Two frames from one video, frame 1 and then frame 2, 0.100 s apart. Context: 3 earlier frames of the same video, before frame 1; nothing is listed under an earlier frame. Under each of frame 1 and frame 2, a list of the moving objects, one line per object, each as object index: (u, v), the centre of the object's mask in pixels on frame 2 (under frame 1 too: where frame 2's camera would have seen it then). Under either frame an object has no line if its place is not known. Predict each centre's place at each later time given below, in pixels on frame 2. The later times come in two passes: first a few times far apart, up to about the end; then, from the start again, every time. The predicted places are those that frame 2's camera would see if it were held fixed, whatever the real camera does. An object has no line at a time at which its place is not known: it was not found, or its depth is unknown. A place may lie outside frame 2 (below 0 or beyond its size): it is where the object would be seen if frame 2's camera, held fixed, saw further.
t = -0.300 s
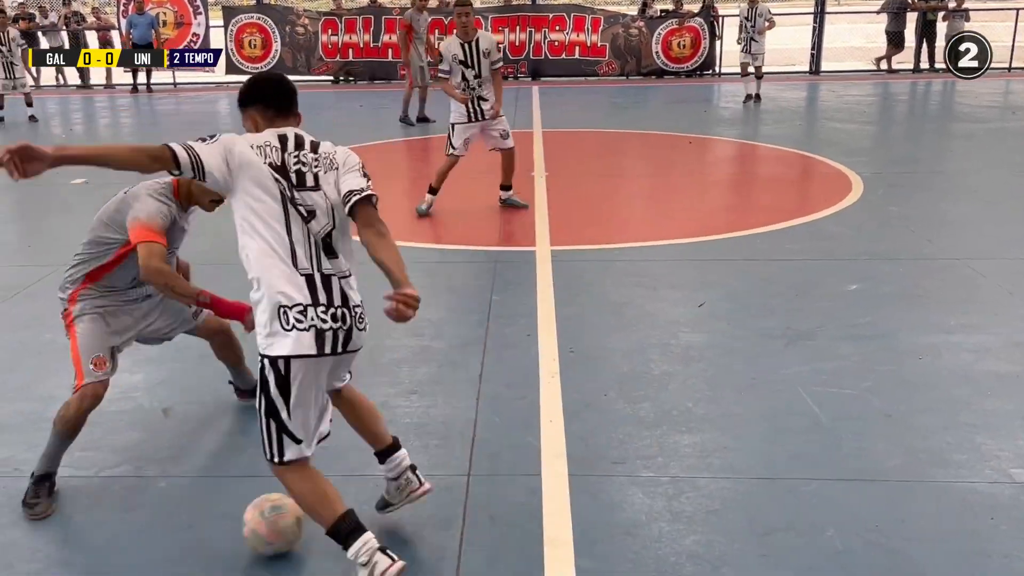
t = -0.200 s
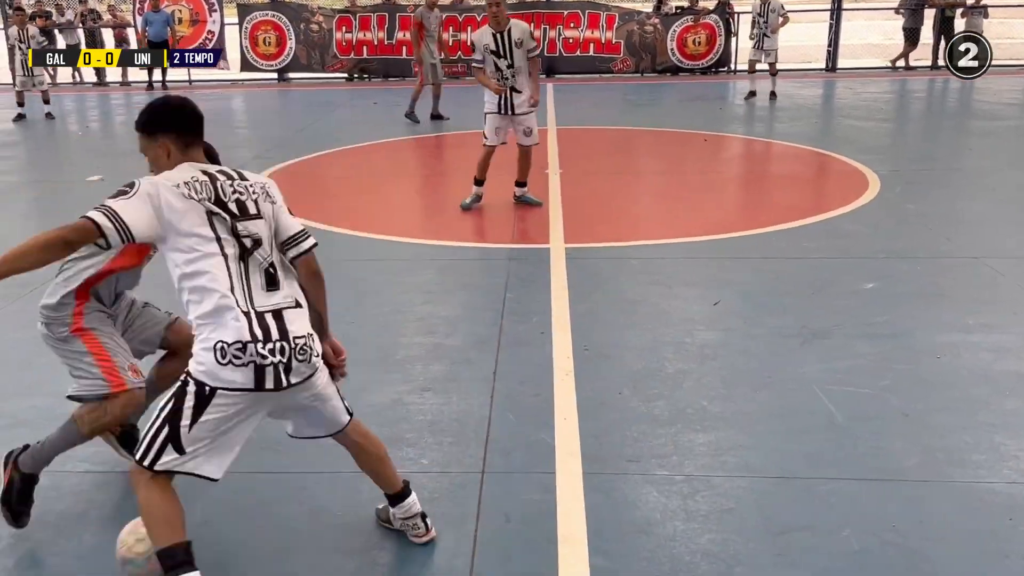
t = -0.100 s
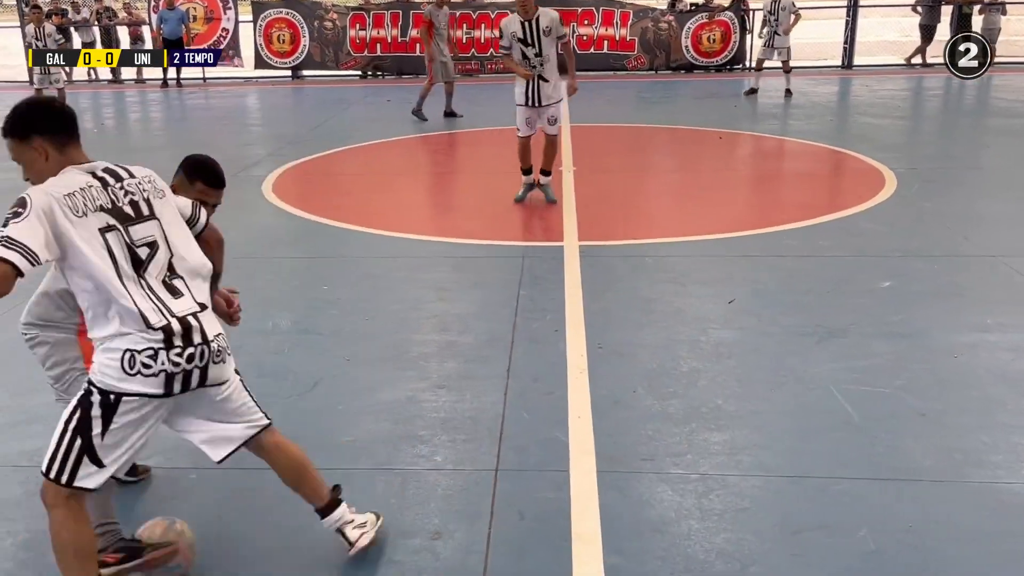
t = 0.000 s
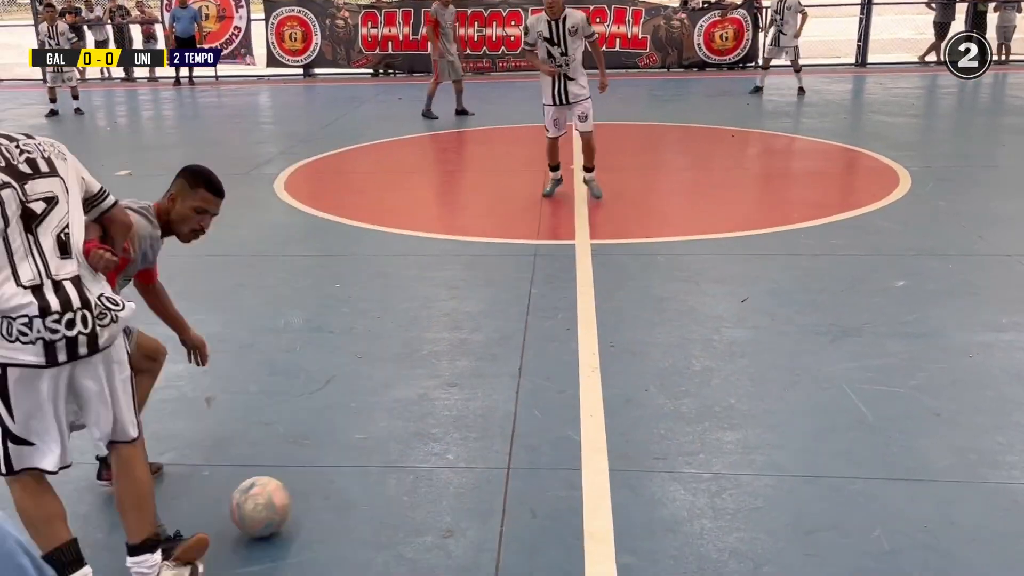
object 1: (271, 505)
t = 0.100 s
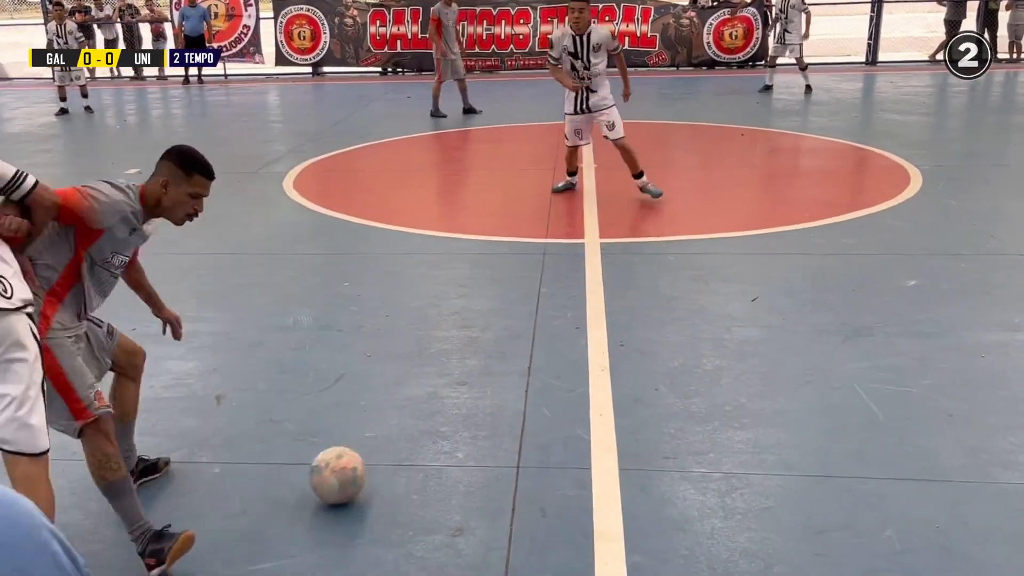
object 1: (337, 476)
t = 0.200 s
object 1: (397, 449)
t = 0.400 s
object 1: (501, 408)
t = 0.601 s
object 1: (589, 372)
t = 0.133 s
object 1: (358, 467)
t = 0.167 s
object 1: (378, 459)
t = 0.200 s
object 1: (397, 449)
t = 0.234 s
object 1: (416, 442)
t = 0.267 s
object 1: (435, 434)
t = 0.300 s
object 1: (452, 427)
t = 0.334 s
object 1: (469, 421)
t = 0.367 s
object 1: (485, 414)
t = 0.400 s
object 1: (501, 408)
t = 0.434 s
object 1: (517, 401)
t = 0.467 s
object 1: (532, 395)
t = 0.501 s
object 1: (547, 389)
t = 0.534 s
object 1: (561, 384)
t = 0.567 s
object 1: (575, 378)
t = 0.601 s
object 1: (589, 372)
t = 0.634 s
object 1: (602, 367)
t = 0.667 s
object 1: (614, 362)
